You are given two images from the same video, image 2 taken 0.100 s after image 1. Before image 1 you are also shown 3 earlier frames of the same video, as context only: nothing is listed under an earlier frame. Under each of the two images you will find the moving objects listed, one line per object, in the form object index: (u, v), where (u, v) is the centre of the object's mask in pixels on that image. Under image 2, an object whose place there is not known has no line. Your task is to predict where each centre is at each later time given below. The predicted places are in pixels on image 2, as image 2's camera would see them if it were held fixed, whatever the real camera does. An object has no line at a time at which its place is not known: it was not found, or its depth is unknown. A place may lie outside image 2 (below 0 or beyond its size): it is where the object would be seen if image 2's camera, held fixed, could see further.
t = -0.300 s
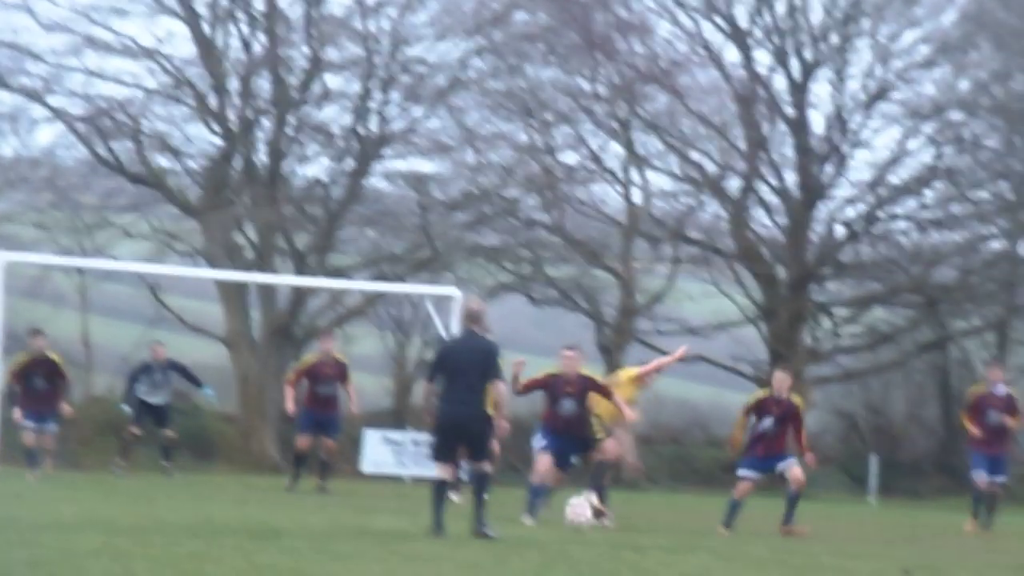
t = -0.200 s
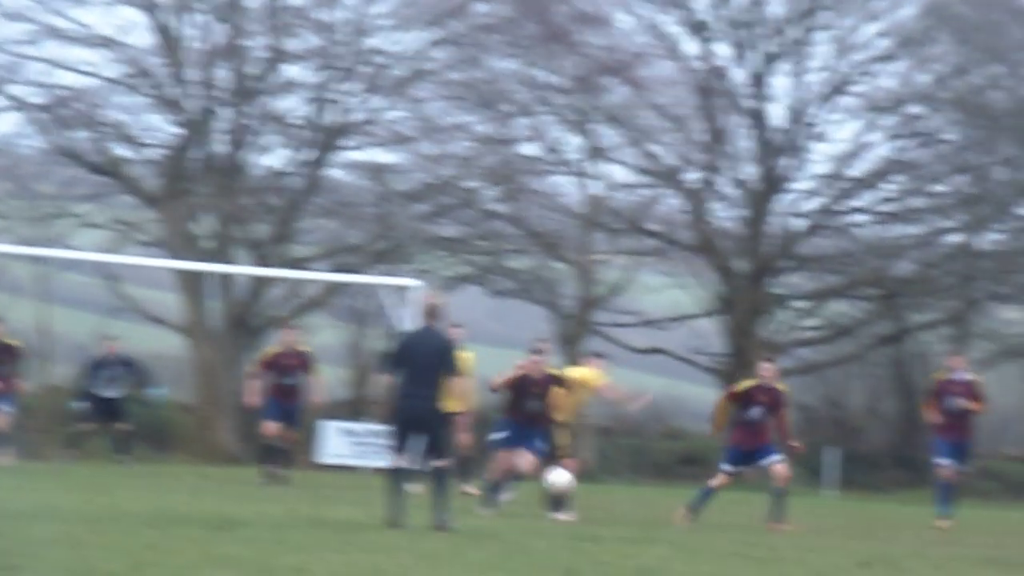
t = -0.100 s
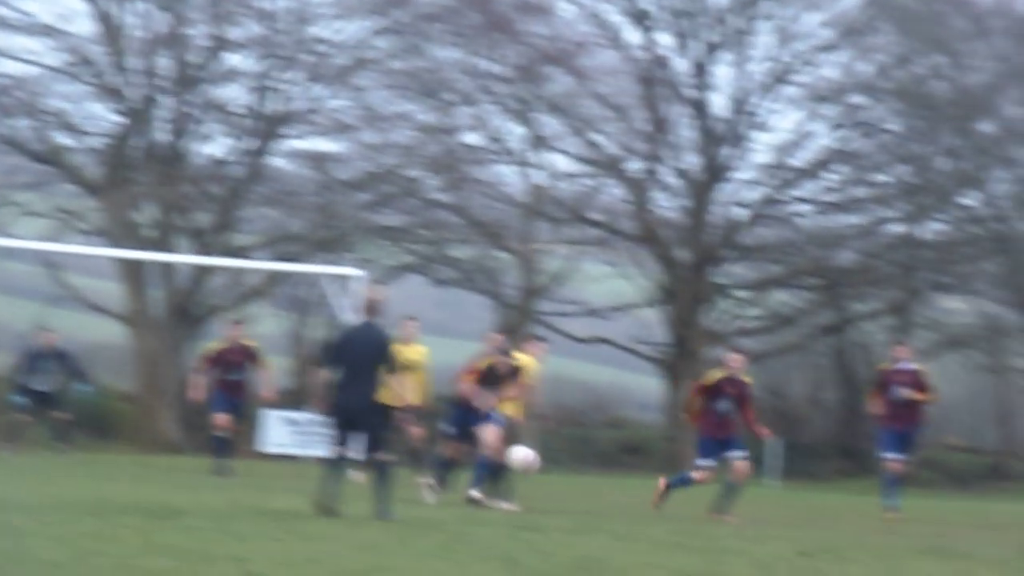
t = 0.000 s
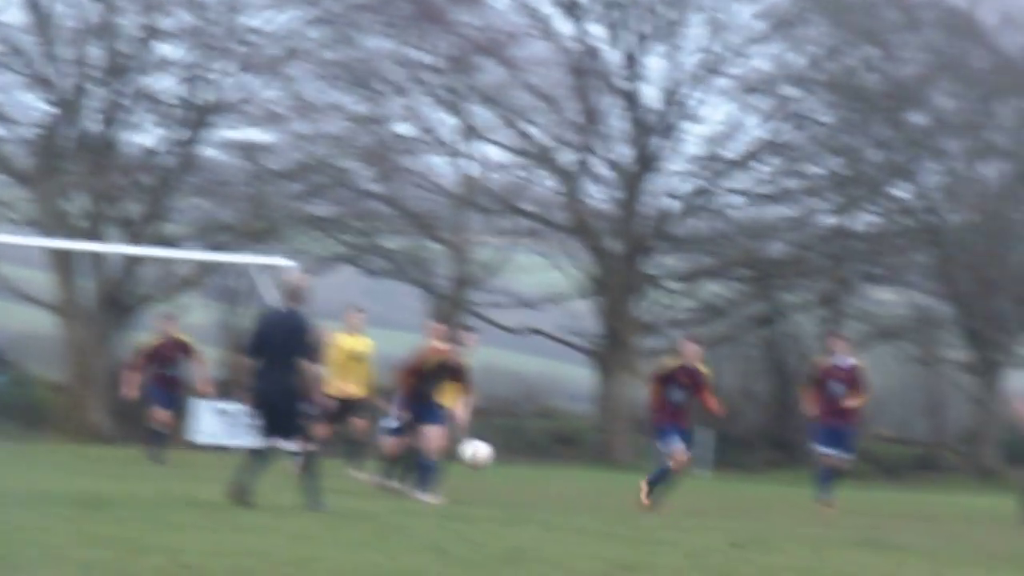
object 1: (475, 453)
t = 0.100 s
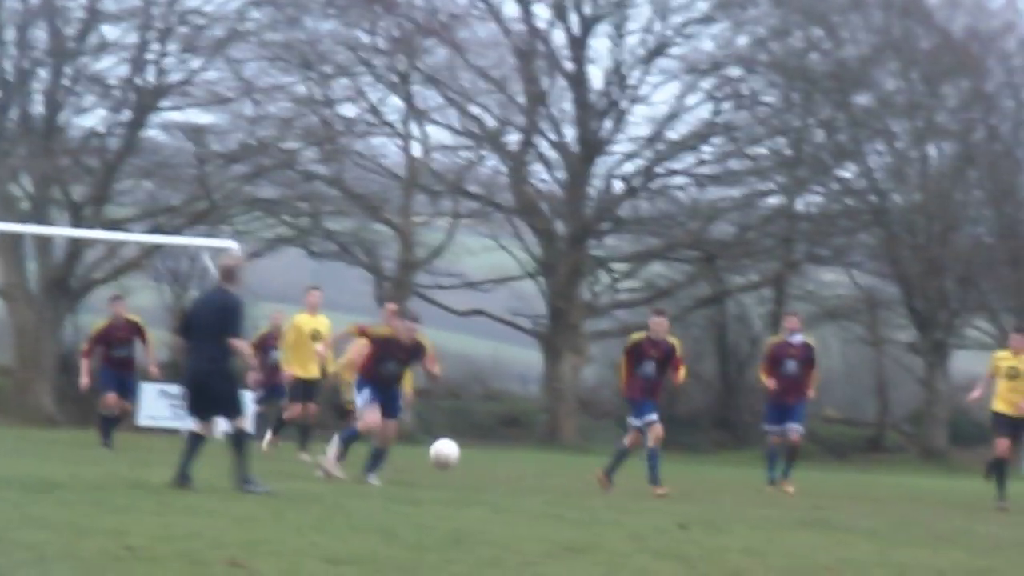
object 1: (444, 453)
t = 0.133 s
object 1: (452, 461)
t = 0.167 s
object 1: (457, 472)
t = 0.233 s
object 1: (471, 489)
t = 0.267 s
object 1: (478, 485)
